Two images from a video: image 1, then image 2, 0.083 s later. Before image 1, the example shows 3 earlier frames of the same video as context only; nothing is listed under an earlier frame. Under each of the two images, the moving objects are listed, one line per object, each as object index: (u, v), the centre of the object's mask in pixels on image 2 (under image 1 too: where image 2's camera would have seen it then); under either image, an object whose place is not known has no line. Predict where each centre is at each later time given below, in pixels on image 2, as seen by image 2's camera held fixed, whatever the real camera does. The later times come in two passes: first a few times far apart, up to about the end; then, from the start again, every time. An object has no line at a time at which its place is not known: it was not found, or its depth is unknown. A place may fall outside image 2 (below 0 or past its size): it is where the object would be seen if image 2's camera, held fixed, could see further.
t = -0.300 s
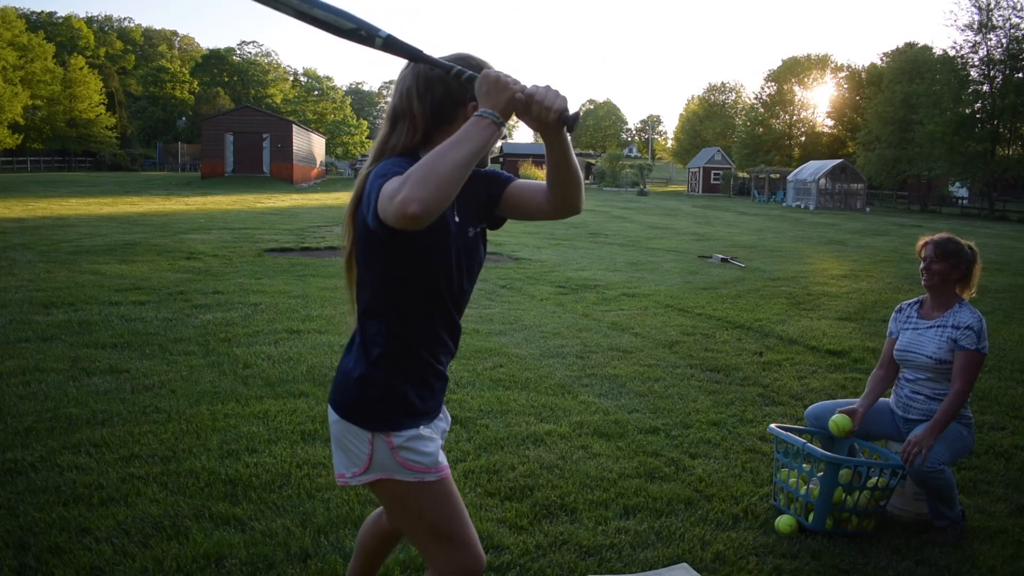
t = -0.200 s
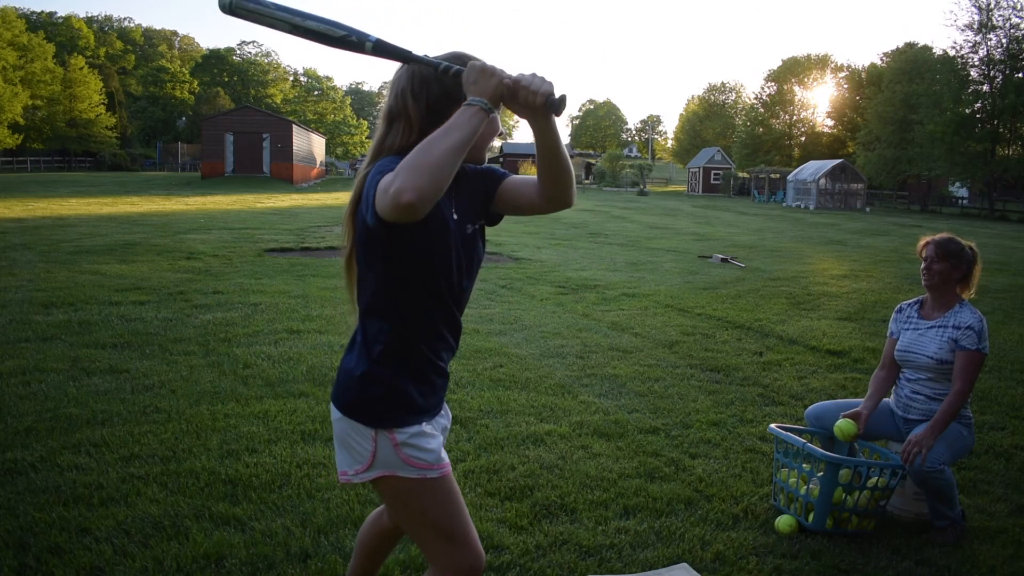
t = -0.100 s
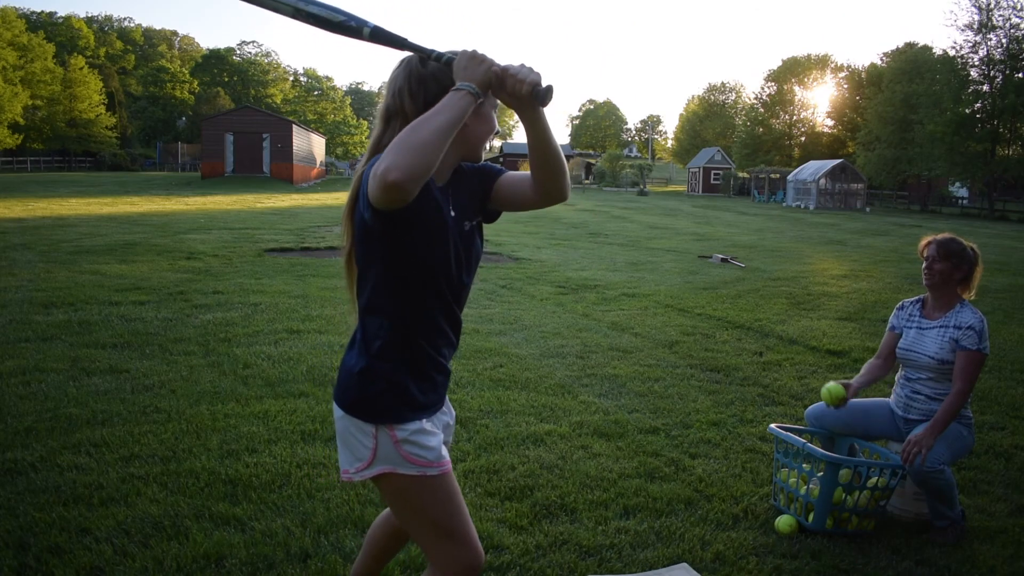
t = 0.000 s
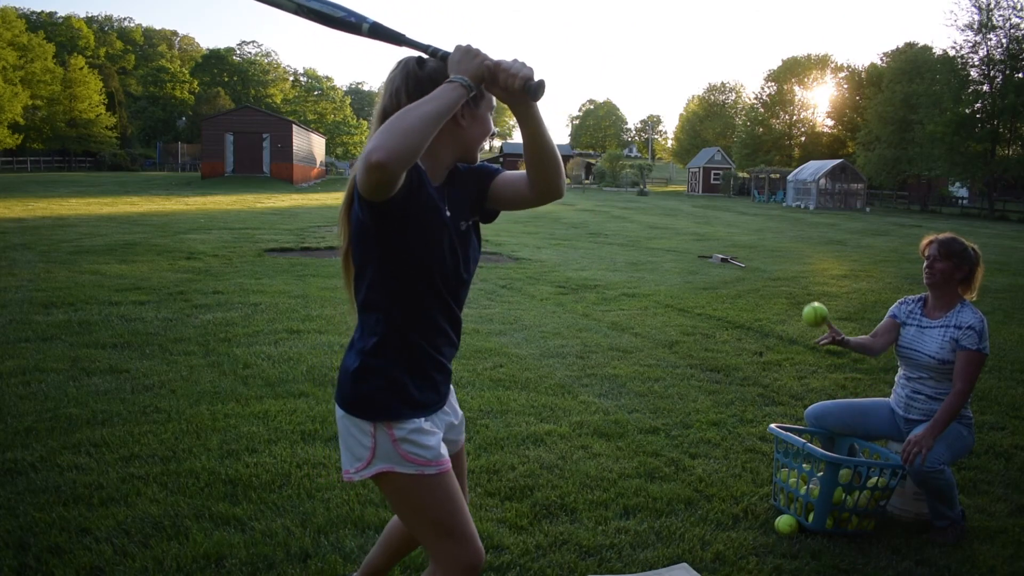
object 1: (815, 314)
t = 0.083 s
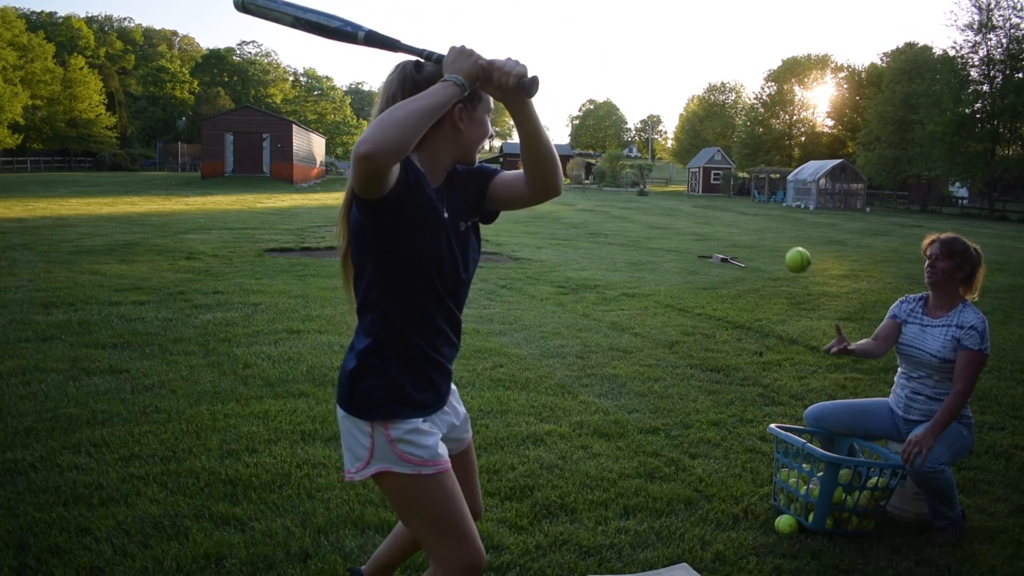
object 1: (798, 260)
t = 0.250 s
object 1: (756, 198)
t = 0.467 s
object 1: (692, 226)
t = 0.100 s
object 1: (794, 251)
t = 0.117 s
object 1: (790, 242)
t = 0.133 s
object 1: (786, 234)
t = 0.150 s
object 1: (782, 227)
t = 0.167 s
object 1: (778, 220)
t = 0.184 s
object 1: (774, 214)
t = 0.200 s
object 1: (770, 209)
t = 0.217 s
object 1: (765, 205)
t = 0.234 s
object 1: (761, 201)
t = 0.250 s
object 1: (756, 198)
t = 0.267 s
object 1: (752, 195)
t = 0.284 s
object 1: (747, 194)
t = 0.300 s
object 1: (743, 193)
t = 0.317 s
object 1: (738, 193)
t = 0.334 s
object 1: (733, 193)
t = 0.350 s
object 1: (728, 194)
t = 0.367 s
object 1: (723, 197)
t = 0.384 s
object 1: (718, 200)
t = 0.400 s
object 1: (713, 203)
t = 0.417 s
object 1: (707, 208)
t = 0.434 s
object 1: (702, 213)
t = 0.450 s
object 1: (697, 219)
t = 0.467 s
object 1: (692, 226)
